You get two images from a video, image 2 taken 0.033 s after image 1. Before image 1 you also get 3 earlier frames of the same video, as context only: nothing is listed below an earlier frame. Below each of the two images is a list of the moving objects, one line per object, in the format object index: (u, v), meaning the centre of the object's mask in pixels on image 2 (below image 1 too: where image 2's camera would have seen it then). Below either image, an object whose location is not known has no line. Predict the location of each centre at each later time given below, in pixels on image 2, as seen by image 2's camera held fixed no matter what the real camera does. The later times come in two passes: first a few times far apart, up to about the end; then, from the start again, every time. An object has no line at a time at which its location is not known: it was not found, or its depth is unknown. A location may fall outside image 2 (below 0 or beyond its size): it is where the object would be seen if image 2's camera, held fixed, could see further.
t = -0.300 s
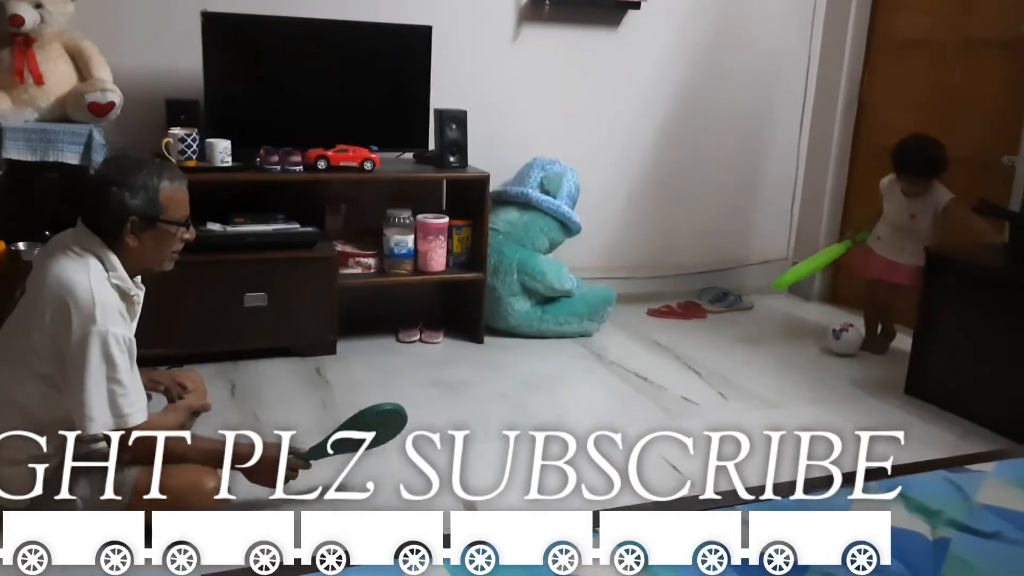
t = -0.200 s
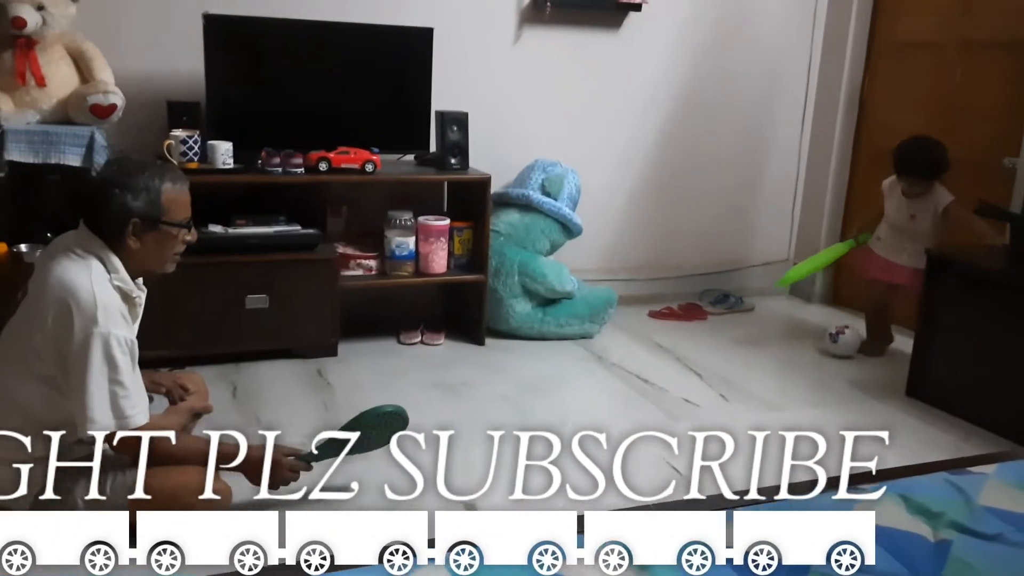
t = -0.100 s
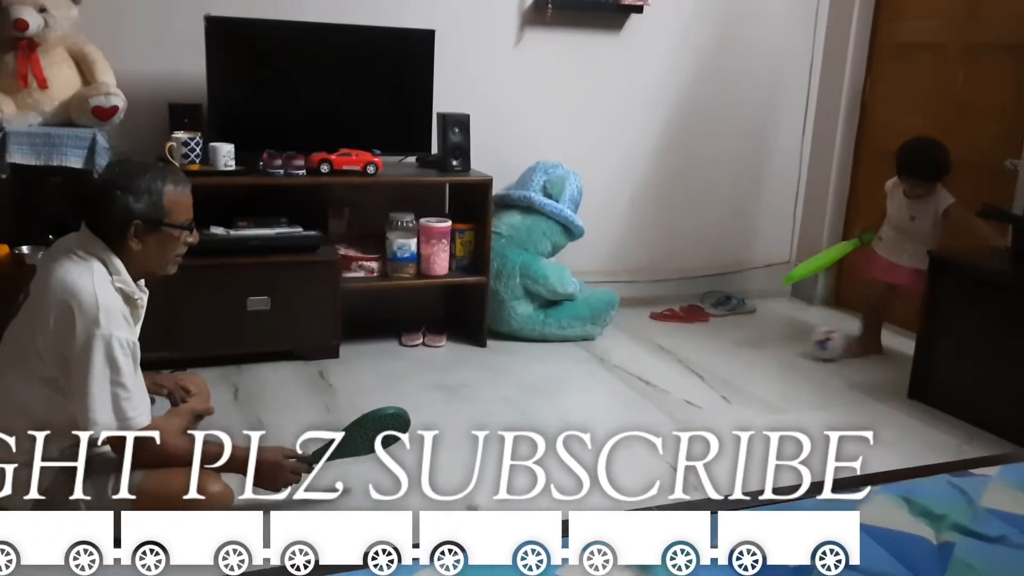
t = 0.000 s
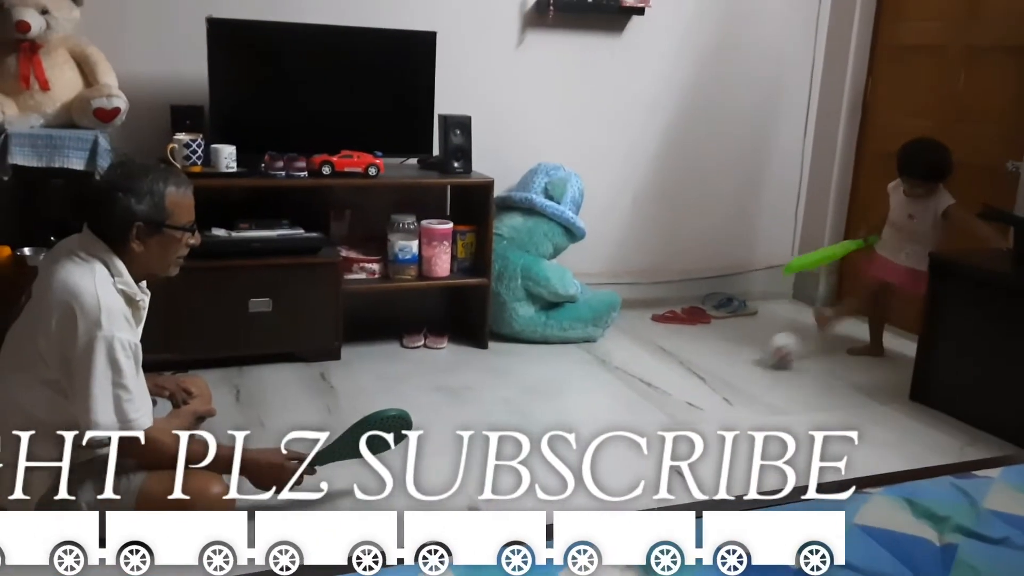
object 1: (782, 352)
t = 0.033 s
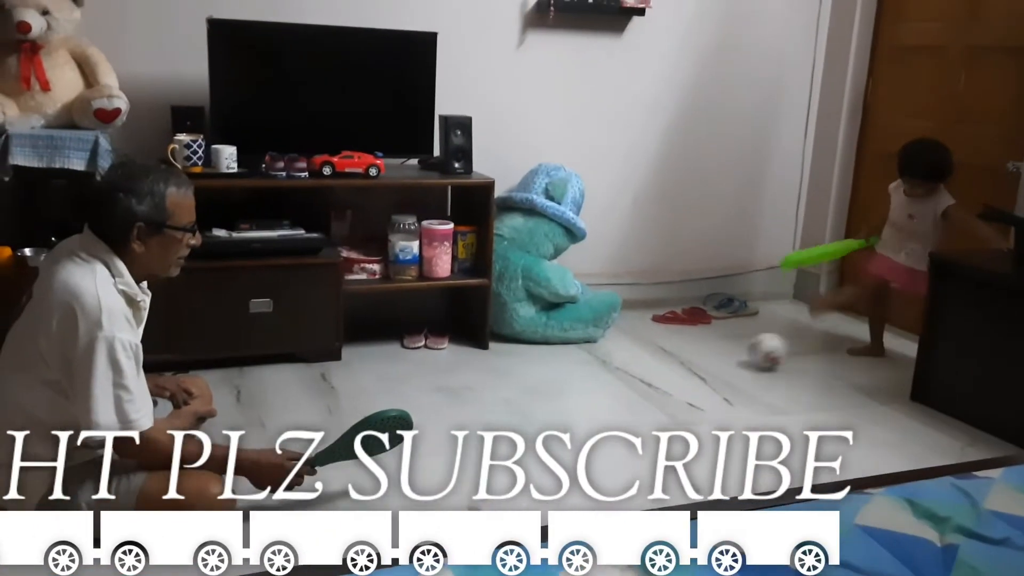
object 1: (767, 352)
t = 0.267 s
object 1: (683, 362)
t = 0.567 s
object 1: (581, 373)
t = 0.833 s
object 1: (485, 382)
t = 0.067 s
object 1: (755, 353)
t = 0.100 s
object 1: (743, 354)
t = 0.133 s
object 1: (731, 356)
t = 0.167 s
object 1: (720, 356)
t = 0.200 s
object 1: (707, 358)
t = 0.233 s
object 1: (695, 360)
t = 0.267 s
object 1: (683, 362)
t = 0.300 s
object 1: (671, 363)
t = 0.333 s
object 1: (660, 364)
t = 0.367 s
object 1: (650, 366)
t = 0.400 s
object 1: (641, 366)
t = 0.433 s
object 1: (630, 368)
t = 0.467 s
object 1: (618, 369)
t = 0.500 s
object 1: (606, 370)
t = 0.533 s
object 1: (592, 372)
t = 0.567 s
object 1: (581, 373)
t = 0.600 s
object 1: (567, 374)
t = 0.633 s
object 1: (556, 376)
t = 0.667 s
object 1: (546, 377)
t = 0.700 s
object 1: (536, 377)
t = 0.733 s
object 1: (525, 377)
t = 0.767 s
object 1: (512, 379)
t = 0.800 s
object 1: (498, 381)
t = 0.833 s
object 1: (485, 382)
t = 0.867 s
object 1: (473, 384)
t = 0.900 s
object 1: (460, 385)
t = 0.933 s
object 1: (447, 386)
